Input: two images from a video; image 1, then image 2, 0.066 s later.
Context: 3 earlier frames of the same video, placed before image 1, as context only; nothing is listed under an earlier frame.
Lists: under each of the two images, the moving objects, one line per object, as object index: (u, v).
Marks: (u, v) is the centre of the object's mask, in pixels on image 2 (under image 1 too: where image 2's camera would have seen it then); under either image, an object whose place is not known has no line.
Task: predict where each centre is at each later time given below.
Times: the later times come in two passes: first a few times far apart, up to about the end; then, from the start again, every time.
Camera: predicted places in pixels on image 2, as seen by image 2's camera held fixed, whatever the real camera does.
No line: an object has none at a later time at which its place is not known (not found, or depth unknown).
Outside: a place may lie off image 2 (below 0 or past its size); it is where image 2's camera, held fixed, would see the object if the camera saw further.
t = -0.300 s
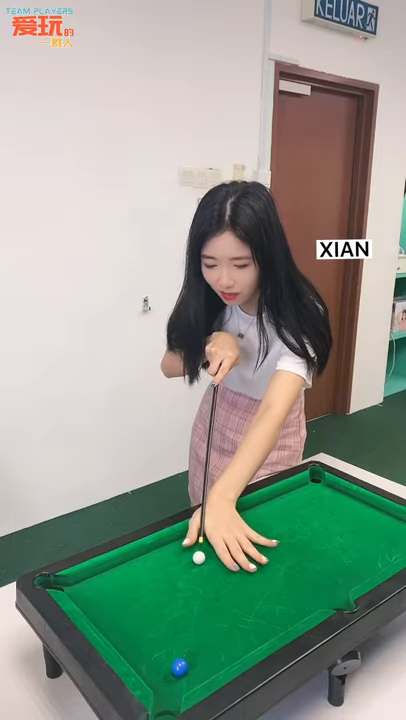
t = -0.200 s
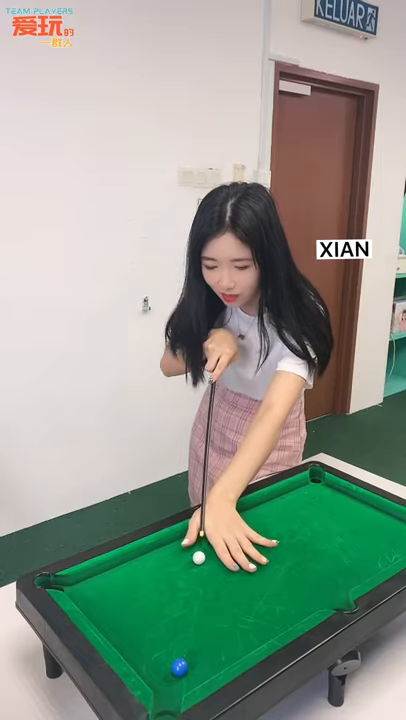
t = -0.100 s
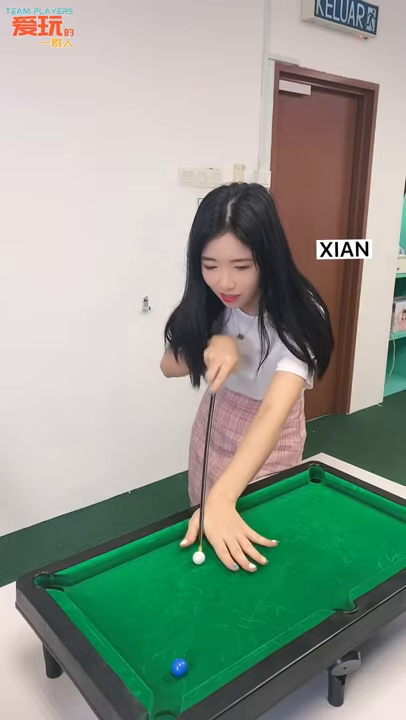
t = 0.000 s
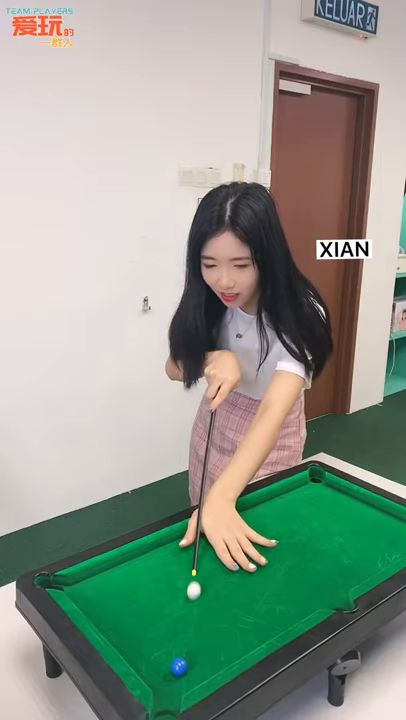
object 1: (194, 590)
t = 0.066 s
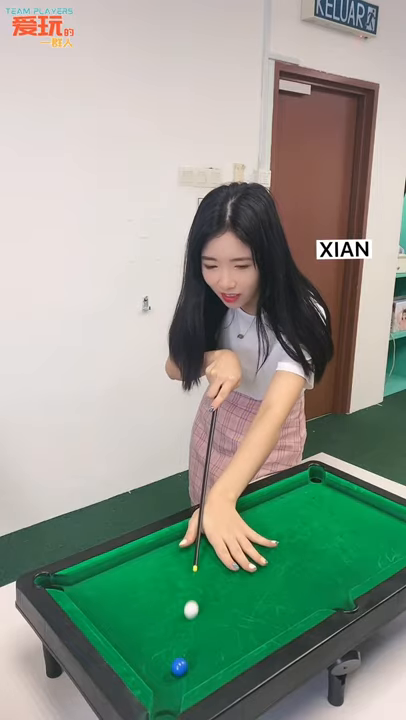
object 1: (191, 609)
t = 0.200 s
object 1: (187, 647)
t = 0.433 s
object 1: (204, 669)
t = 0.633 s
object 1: (211, 669)
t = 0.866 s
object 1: (212, 669)
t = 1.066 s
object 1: (212, 668)
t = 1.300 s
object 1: (212, 669)
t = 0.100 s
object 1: (190, 619)
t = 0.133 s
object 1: (189, 628)
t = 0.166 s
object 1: (188, 637)
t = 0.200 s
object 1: (187, 647)
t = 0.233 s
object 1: (187, 654)
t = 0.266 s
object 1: (190, 657)
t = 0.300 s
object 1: (193, 660)
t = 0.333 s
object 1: (196, 662)
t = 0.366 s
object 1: (198, 665)
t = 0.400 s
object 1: (201, 667)
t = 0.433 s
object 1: (204, 669)
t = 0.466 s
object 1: (206, 670)
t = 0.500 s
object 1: (208, 671)
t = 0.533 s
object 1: (210, 671)
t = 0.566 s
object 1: (210, 670)
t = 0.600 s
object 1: (211, 670)
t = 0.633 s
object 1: (211, 669)
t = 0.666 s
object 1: (212, 669)
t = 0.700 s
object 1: (212, 669)
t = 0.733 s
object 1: (212, 669)
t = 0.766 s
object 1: (212, 669)
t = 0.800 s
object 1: (212, 669)
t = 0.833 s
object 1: (212, 669)
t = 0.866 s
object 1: (212, 669)
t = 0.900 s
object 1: (212, 669)
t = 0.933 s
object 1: (212, 669)
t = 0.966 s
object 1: (212, 669)
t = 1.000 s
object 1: (212, 669)
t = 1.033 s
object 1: (212, 668)
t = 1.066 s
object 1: (212, 668)
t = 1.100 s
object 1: (212, 669)
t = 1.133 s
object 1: (212, 669)
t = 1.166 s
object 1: (212, 669)
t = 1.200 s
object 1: (212, 669)
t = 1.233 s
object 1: (212, 669)
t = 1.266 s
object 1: (212, 669)
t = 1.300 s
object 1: (212, 669)
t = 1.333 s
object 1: (212, 669)
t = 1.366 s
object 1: (212, 669)
